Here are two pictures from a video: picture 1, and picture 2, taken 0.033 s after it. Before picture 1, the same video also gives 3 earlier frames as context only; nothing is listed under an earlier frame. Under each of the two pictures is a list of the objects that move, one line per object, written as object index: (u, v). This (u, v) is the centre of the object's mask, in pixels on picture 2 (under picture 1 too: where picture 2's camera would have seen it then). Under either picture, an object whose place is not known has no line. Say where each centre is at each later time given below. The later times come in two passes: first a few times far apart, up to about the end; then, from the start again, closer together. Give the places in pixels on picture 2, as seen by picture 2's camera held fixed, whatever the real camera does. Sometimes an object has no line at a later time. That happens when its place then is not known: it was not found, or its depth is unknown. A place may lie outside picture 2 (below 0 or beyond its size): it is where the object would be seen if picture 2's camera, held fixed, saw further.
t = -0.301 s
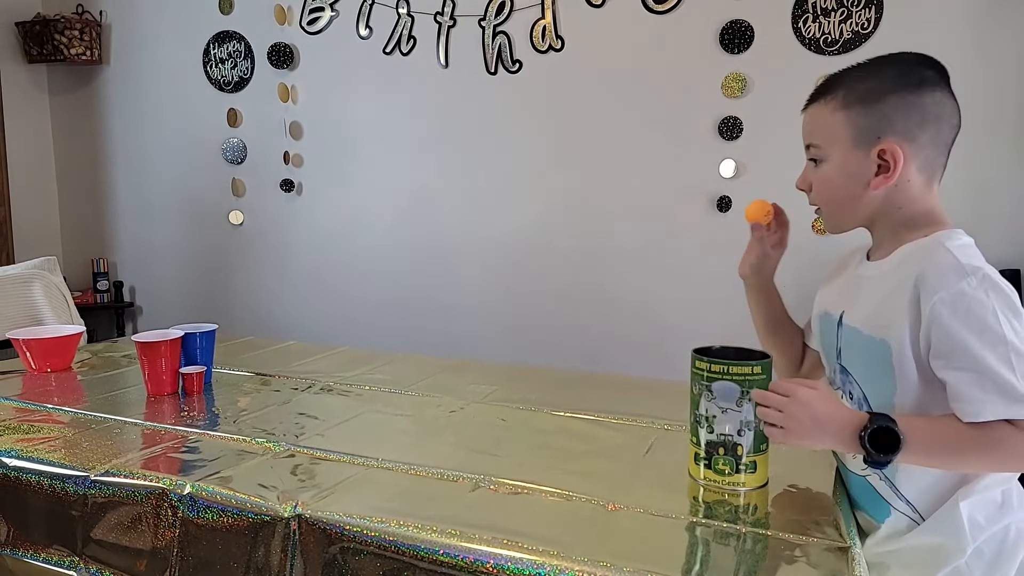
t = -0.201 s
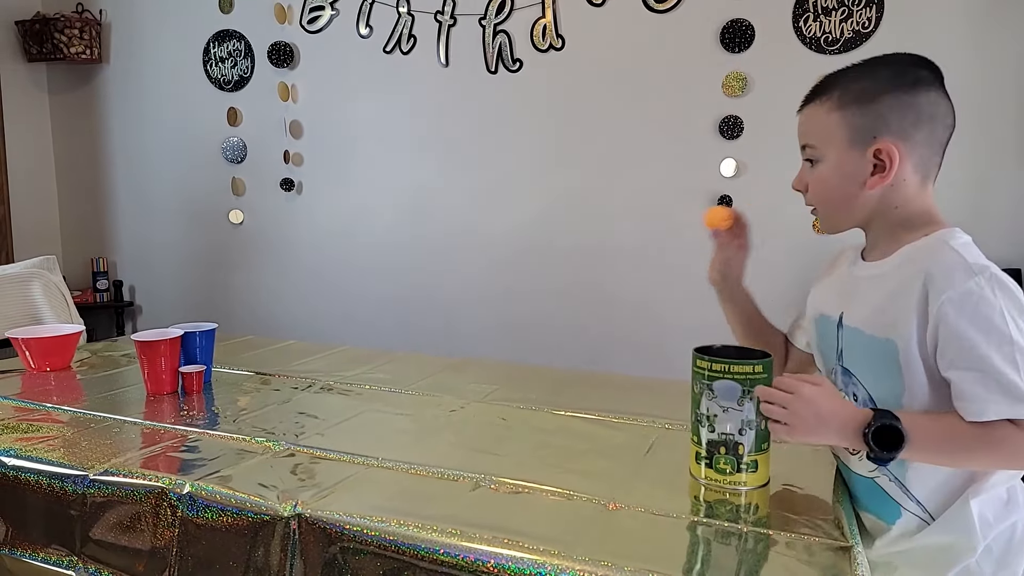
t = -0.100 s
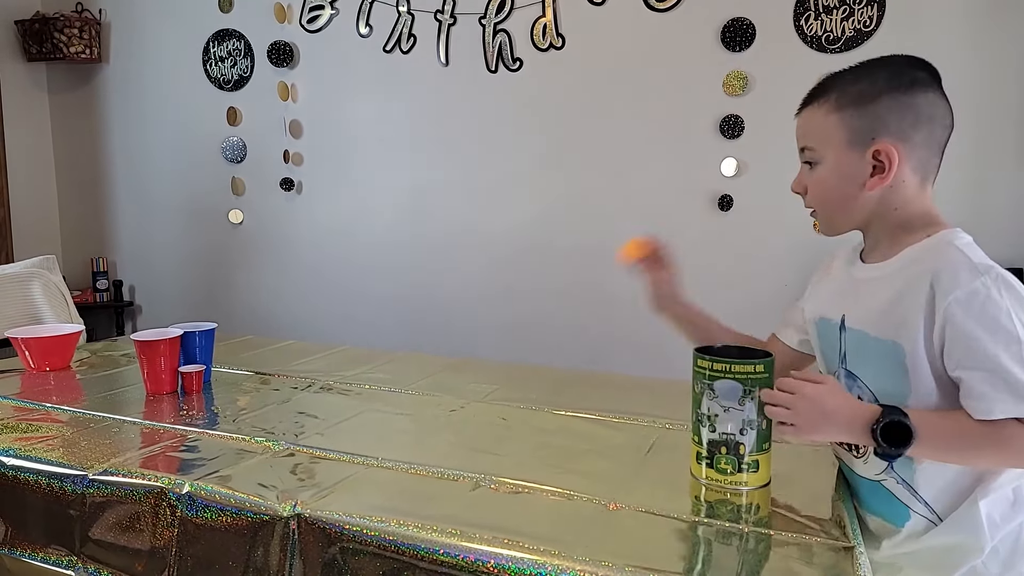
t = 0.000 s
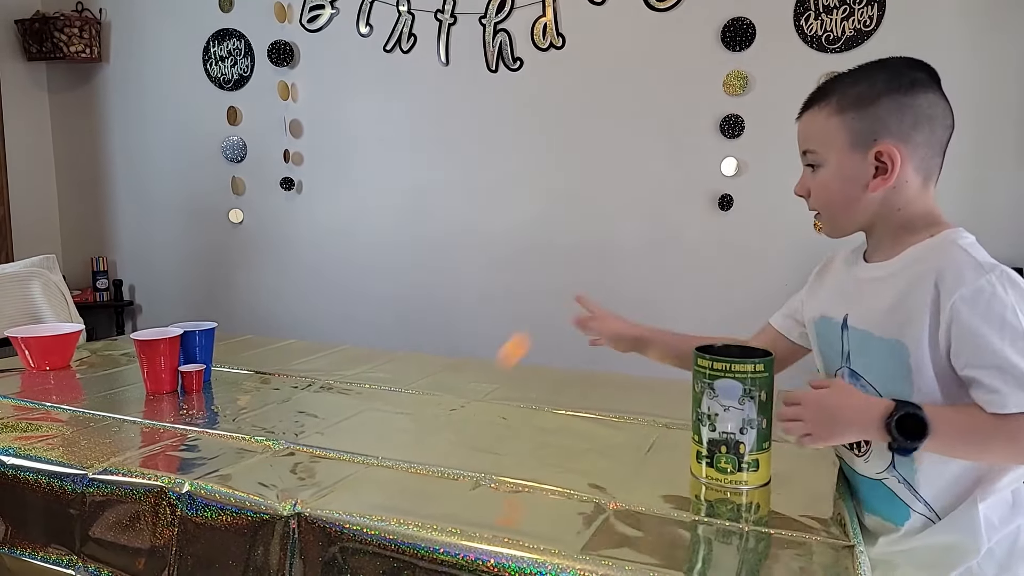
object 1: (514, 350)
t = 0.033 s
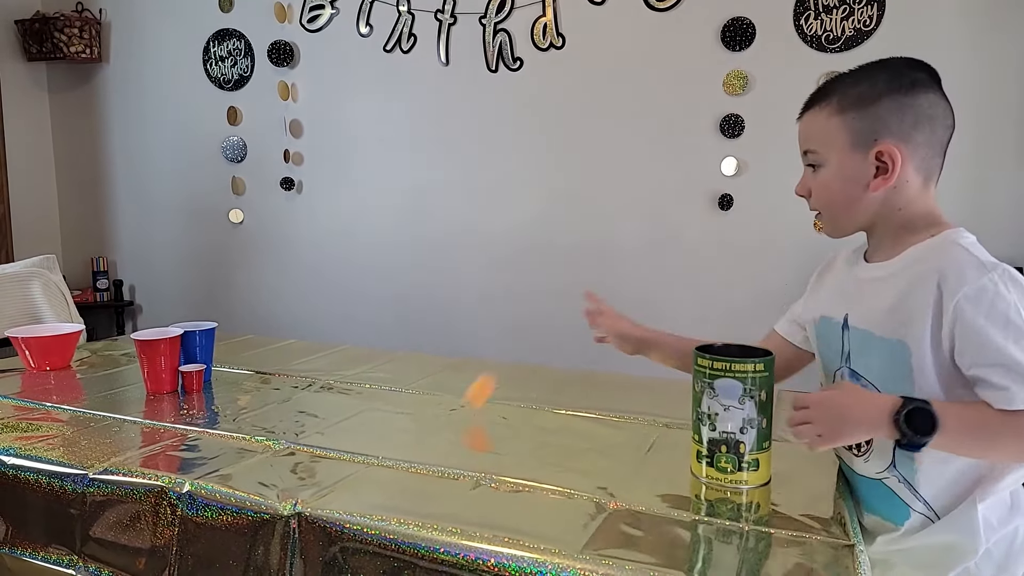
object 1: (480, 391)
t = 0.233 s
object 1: (361, 265)
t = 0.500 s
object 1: (237, 376)
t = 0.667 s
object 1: (178, 273)
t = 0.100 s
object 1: (436, 344)
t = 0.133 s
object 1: (416, 314)
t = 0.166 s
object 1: (397, 292)
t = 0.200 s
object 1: (379, 276)
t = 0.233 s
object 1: (361, 265)
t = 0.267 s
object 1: (343, 260)
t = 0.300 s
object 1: (325, 261)
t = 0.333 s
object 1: (309, 268)
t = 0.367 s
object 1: (293, 280)
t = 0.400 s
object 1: (278, 297)
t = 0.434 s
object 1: (263, 319)
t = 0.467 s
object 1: (249, 346)
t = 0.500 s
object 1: (237, 376)
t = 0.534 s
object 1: (221, 349)
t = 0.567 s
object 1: (208, 323)
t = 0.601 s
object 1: (197, 301)
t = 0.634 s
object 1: (187, 285)
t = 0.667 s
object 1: (178, 273)
